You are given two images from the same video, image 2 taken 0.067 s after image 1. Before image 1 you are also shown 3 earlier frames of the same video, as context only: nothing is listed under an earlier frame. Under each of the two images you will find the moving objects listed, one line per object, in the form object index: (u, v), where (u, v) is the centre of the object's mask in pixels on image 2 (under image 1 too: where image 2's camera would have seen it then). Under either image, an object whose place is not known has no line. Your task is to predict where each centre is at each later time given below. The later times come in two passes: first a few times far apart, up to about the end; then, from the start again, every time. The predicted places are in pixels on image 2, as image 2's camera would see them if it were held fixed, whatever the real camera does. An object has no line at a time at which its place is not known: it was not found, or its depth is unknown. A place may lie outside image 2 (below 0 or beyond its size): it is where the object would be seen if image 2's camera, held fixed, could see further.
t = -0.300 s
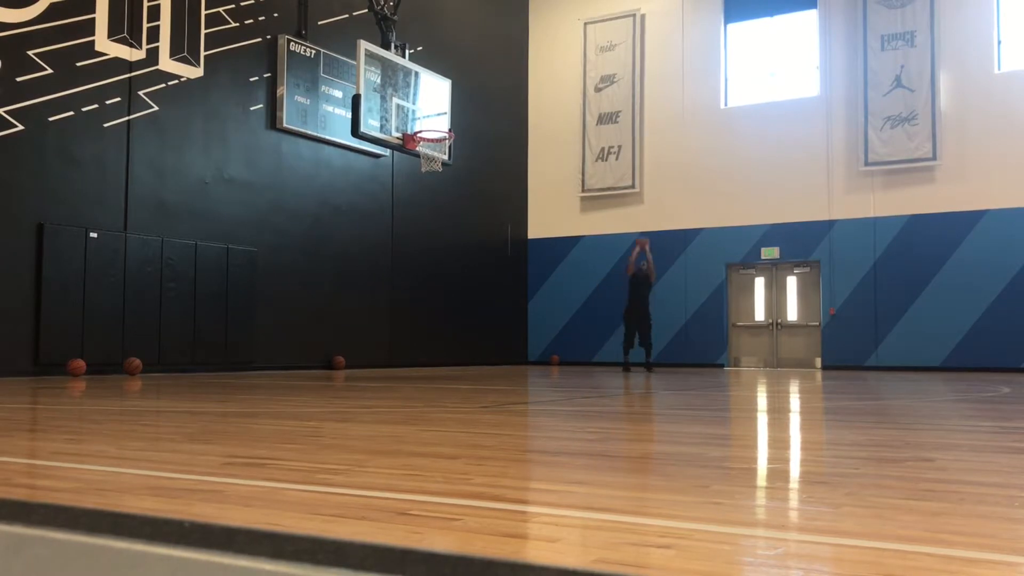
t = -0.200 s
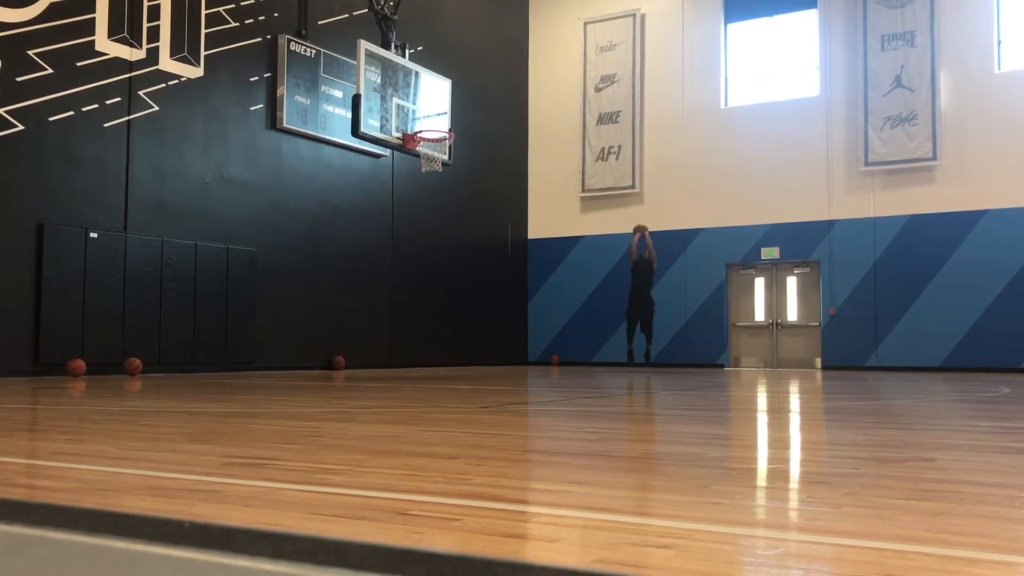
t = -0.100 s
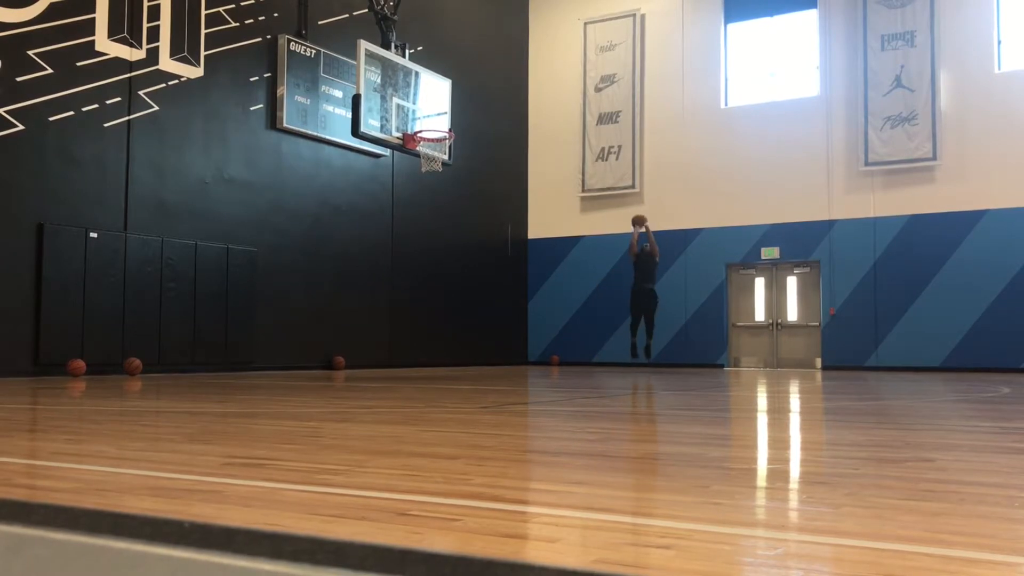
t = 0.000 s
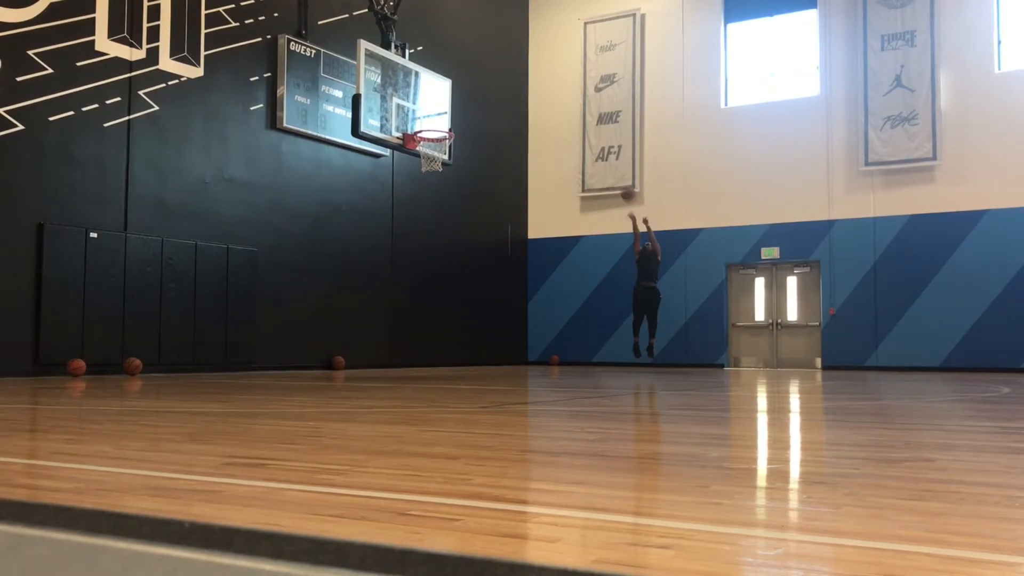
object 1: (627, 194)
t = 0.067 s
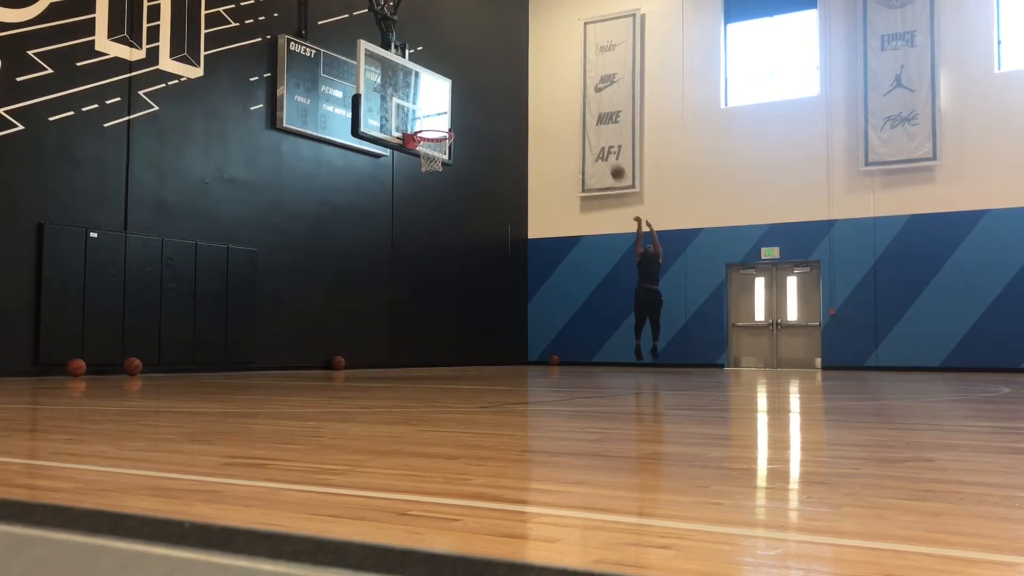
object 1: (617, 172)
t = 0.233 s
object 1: (590, 128)
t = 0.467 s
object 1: (548, 90)
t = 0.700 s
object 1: (500, 87)
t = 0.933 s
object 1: (444, 121)
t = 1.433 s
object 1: (361, 143)
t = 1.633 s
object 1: (323, 217)
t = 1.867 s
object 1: (277, 357)
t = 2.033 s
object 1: (244, 298)
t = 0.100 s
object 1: (612, 162)
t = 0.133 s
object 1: (607, 153)
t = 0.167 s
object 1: (601, 144)
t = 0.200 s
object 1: (596, 136)
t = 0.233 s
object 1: (590, 128)
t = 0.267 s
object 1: (585, 121)
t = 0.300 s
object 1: (579, 114)
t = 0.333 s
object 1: (573, 108)
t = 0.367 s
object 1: (567, 103)
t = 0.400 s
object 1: (560, 98)
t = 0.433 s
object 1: (554, 94)
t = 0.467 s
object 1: (548, 90)
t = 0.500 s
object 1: (541, 88)
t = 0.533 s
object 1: (535, 86)
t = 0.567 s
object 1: (529, 84)
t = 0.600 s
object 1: (521, 83)
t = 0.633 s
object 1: (515, 84)
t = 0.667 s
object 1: (507, 85)
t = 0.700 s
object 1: (500, 87)
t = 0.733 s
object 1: (492, 90)
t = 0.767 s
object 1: (485, 94)
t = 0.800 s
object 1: (476, 98)
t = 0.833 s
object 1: (468, 104)
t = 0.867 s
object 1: (459, 111)
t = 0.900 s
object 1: (451, 119)
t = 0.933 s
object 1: (444, 121)
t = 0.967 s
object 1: (438, 116)
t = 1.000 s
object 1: (433, 112)
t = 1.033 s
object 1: (427, 109)
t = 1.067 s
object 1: (422, 107)
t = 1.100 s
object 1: (416, 105)
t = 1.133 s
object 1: (411, 104)
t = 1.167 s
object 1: (406, 105)
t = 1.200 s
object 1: (400, 106)
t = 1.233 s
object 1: (395, 108)
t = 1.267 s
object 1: (389, 112)
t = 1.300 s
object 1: (383, 116)
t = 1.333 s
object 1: (378, 121)
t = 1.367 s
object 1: (372, 128)
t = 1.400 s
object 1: (366, 134)
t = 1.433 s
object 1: (361, 143)
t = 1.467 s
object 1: (354, 154)
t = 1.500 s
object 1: (348, 164)
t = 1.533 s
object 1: (341, 175)
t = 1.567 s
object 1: (335, 187)
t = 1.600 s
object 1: (329, 202)
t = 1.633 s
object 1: (323, 217)
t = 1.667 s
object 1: (318, 233)
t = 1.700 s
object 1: (311, 252)
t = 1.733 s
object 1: (304, 270)
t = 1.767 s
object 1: (298, 290)
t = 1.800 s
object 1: (291, 310)
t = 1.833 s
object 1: (284, 334)
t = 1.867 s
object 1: (277, 357)
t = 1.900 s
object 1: (270, 366)
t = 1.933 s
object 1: (263, 349)
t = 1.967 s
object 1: (258, 332)
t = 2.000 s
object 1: (251, 315)
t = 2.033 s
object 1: (244, 298)
